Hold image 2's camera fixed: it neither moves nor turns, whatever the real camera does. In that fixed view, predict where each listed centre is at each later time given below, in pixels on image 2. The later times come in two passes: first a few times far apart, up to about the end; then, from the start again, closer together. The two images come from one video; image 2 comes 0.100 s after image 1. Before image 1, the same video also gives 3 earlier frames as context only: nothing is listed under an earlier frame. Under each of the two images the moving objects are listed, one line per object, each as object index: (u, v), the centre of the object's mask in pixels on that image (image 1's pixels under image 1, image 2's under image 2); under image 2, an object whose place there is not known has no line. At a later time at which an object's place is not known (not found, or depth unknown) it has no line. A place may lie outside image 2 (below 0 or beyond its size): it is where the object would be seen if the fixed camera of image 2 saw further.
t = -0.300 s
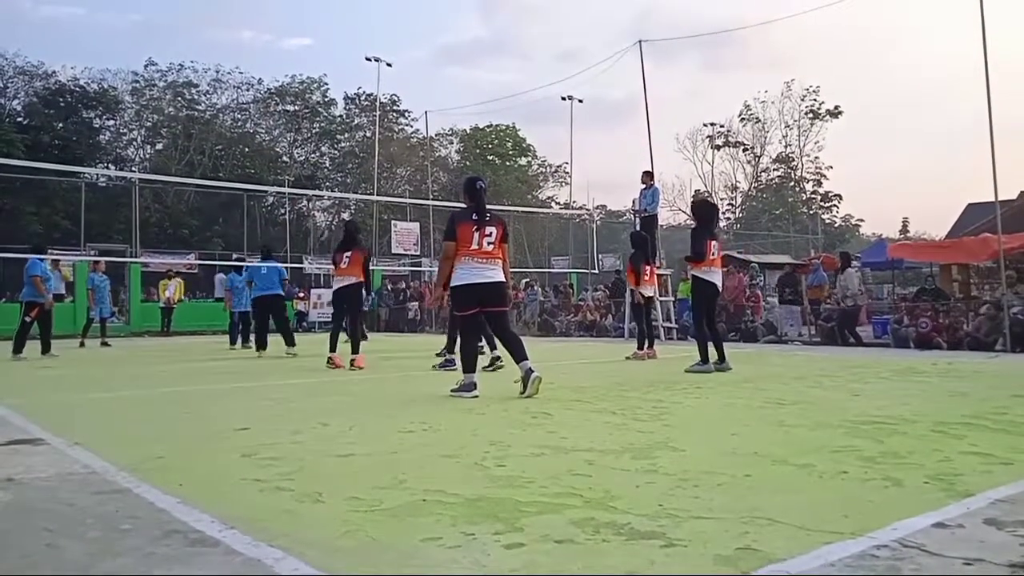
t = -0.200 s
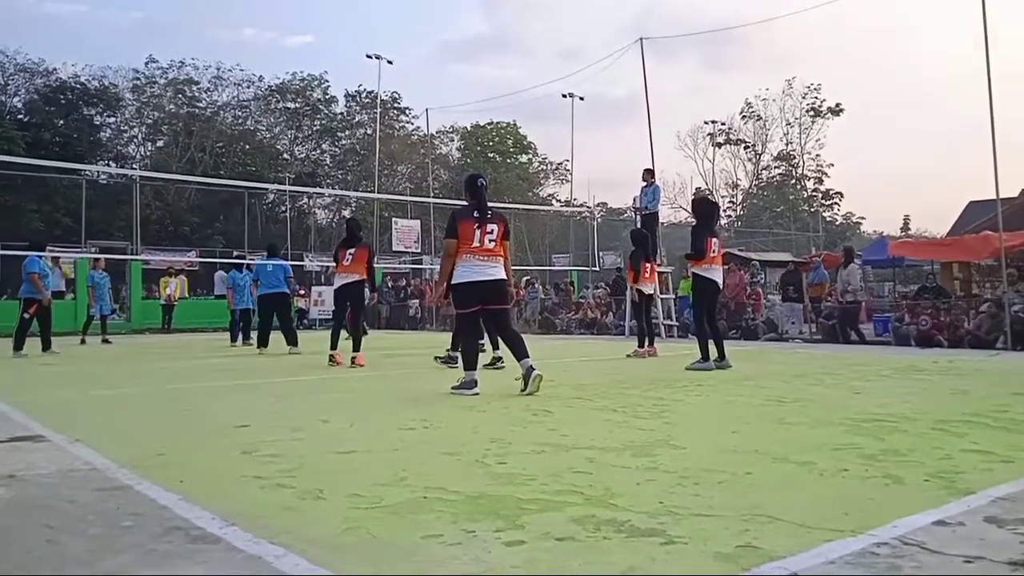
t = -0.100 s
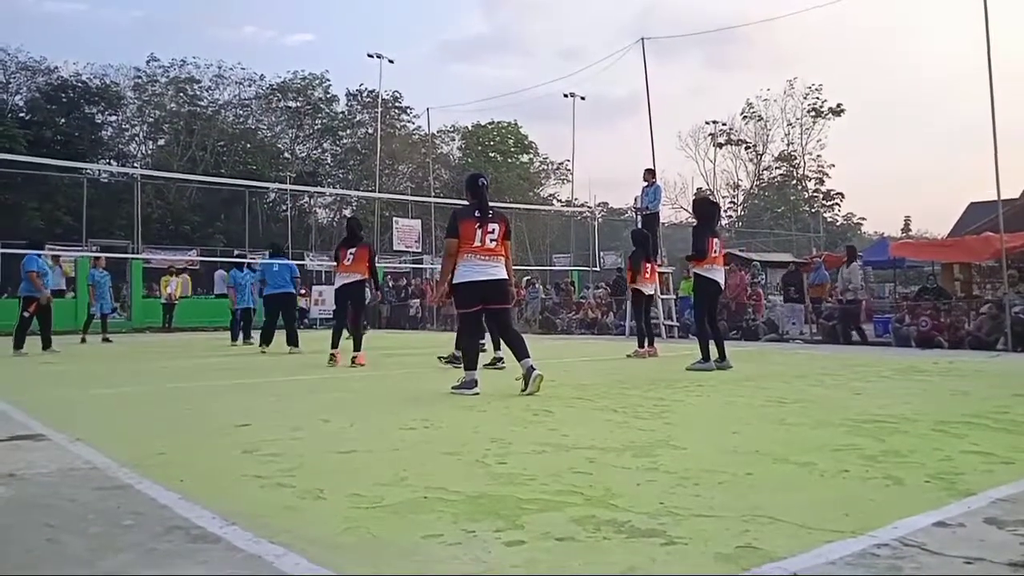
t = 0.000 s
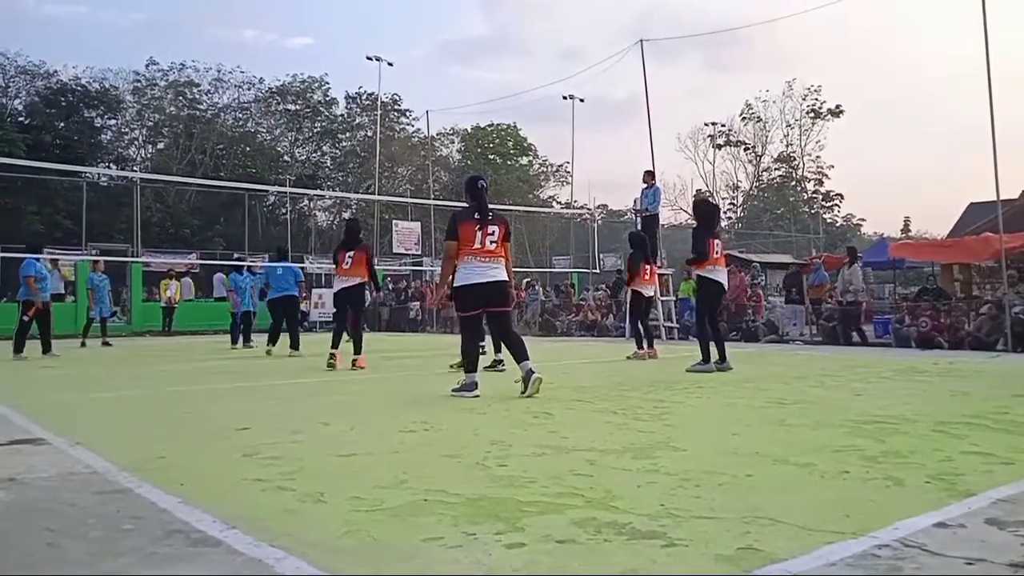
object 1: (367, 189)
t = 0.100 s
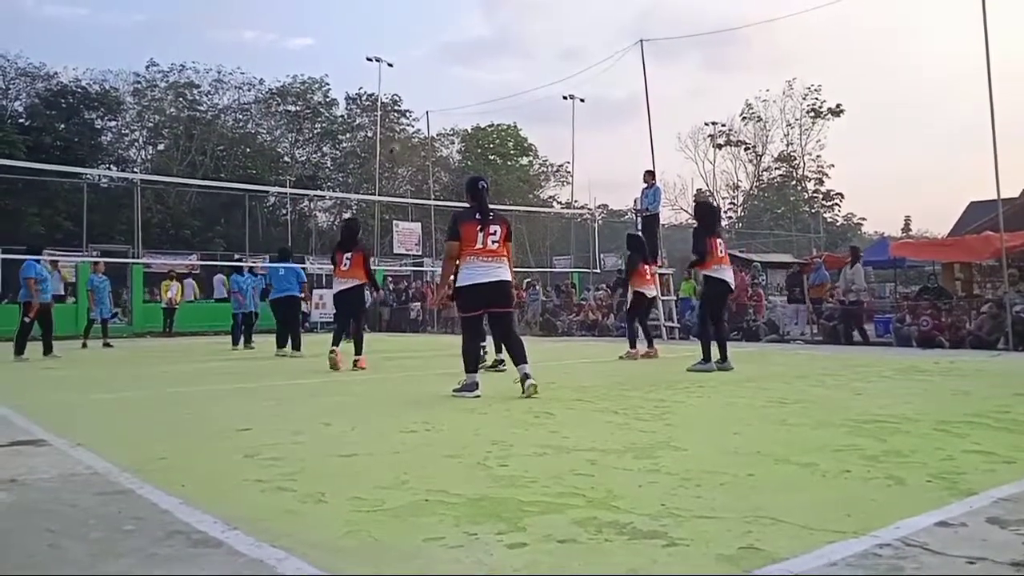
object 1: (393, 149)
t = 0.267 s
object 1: (436, 94)
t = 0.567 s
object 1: (533, 27)
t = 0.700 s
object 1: (585, 14)
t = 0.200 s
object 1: (417, 115)
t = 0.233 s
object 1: (426, 104)
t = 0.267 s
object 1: (436, 94)
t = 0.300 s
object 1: (445, 84)
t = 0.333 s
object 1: (455, 75)
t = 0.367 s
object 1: (465, 67)
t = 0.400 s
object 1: (476, 58)
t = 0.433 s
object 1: (486, 51)
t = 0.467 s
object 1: (498, 44)
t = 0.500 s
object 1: (509, 38)
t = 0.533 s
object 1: (521, 32)
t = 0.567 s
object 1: (533, 27)
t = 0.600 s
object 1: (545, 22)
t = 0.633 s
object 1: (558, 19)
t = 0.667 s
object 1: (572, 16)
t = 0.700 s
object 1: (585, 14)
